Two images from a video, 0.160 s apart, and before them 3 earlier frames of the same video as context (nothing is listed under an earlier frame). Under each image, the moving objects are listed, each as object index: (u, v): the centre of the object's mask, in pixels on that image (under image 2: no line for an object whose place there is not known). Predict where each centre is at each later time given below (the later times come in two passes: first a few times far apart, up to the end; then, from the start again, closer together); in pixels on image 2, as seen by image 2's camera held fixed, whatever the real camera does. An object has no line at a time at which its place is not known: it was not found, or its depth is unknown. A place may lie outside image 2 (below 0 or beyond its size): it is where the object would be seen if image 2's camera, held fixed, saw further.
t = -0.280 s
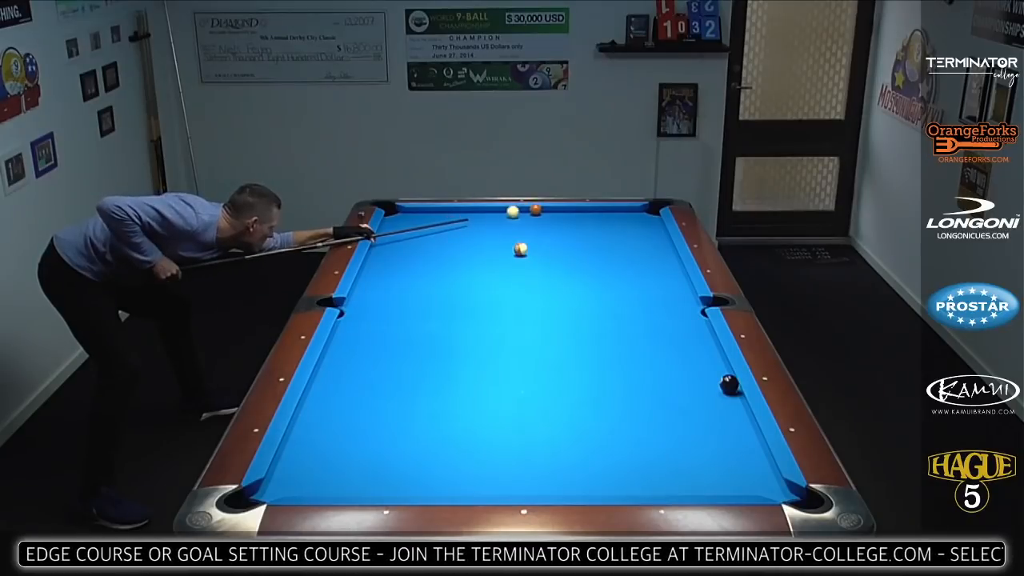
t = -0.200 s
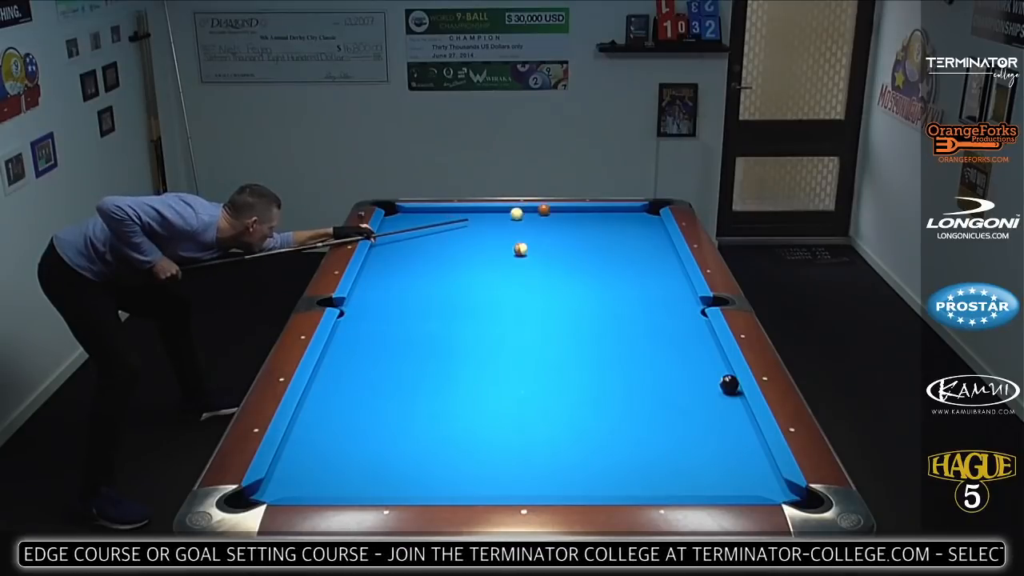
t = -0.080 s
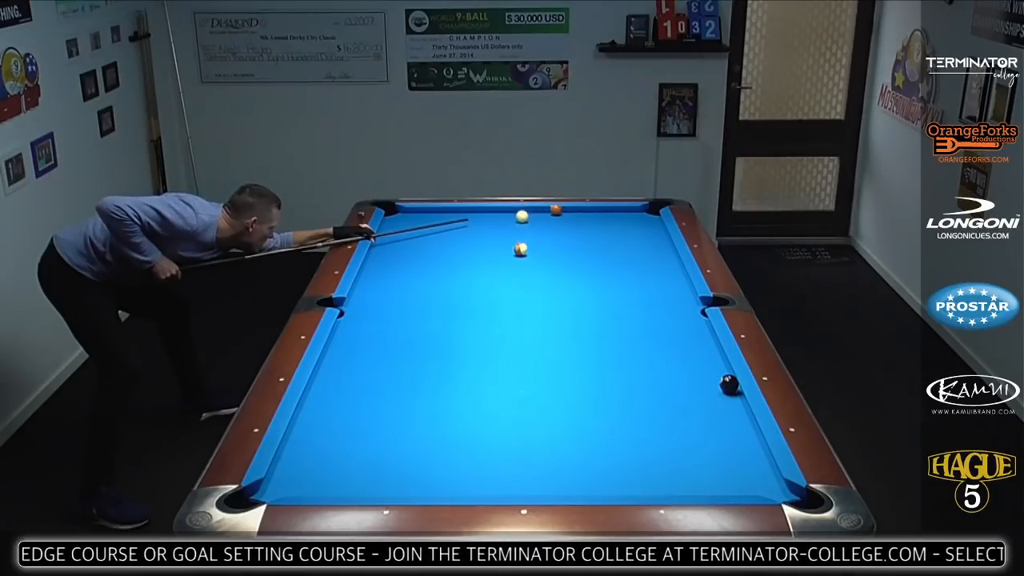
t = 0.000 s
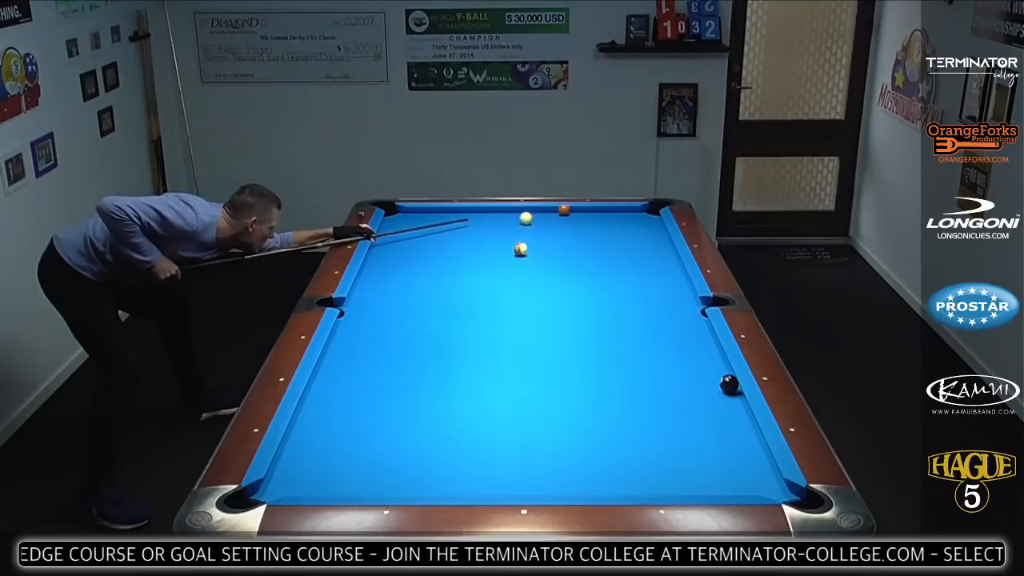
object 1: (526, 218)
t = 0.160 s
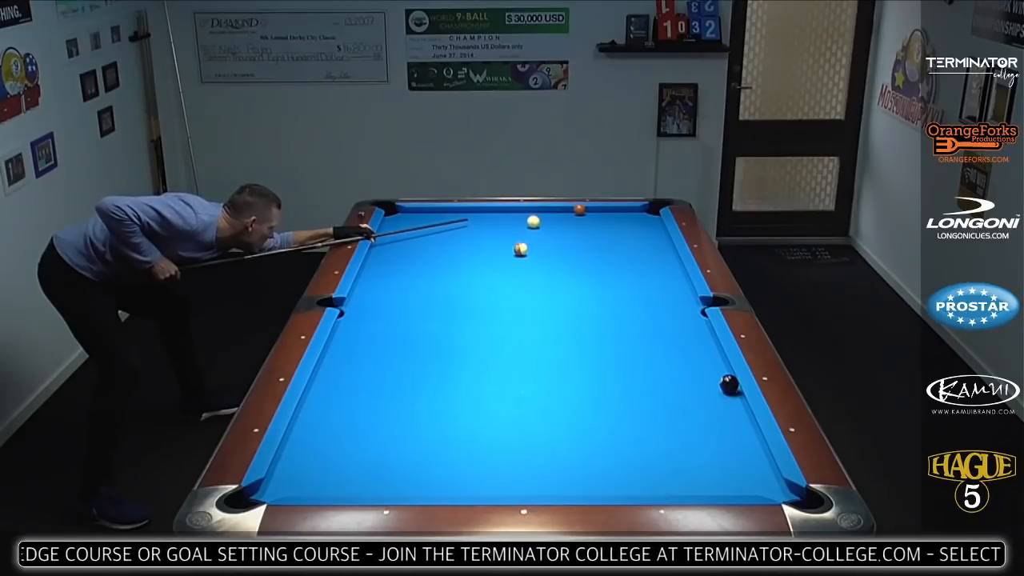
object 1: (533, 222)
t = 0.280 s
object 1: (539, 225)
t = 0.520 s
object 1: (550, 230)
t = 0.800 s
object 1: (563, 236)
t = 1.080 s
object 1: (575, 242)
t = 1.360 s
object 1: (587, 247)
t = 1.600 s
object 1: (597, 252)
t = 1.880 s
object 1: (607, 257)
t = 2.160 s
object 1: (618, 262)
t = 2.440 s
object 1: (627, 267)
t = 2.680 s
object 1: (635, 271)
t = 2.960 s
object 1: (643, 274)
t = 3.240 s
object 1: (651, 278)
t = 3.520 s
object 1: (658, 281)
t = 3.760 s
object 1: (662, 284)
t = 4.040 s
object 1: (668, 286)
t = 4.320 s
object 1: (672, 288)
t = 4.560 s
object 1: (675, 290)
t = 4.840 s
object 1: (677, 291)
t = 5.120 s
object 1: (679, 291)
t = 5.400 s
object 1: (679, 292)
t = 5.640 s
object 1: (679, 292)
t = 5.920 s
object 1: (679, 292)
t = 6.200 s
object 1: (679, 292)
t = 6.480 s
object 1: (679, 292)
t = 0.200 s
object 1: (535, 223)
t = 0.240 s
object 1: (537, 224)
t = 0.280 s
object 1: (539, 225)
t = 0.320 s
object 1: (541, 225)
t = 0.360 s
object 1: (543, 226)
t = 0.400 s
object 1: (544, 227)
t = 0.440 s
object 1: (546, 228)
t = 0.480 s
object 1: (548, 229)
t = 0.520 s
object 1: (550, 230)
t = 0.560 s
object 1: (552, 231)
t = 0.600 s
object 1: (554, 232)
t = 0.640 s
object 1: (555, 232)
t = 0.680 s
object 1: (557, 233)
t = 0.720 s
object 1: (559, 234)
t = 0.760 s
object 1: (561, 235)
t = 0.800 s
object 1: (563, 236)
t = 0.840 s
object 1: (565, 237)
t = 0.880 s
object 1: (566, 238)
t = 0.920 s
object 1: (568, 238)
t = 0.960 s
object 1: (570, 239)
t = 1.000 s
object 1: (572, 240)
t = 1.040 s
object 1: (573, 241)
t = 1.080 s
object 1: (575, 242)
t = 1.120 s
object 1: (577, 243)
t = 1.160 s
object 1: (579, 243)
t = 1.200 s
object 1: (580, 244)
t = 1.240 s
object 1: (582, 245)
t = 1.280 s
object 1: (584, 246)
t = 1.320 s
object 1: (585, 247)
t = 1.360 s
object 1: (587, 247)
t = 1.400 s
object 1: (589, 248)
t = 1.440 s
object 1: (590, 249)
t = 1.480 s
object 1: (592, 250)
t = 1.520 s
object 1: (594, 250)
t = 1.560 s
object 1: (594, 251)
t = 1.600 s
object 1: (597, 252)
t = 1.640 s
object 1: (598, 253)
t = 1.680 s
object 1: (600, 253)
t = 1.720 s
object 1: (601, 254)
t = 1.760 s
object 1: (603, 255)
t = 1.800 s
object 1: (605, 256)
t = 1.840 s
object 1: (606, 257)
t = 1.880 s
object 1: (607, 257)
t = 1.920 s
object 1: (609, 258)
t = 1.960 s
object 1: (610, 259)
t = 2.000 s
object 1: (612, 259)
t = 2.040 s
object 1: (613, 260)
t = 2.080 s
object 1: (615, 261)
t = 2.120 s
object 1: (616, 261)
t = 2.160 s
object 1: (618, 262)
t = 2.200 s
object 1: (619, 263)
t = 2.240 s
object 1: (620, 263)
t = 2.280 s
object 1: (622, 264)
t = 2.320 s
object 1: (623, 265)
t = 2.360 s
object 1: (624, 265)
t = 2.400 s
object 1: (626, 266)
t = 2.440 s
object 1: (627, 267)
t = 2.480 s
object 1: (629, 267)
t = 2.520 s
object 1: (630, 268)
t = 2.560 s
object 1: (631, 269)
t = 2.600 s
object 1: (632, 269)
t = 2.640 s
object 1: (634, 270)
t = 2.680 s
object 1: (635, 271)
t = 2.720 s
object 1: (636, 271)
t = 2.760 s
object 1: (637, 272)
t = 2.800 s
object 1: (638, 272)
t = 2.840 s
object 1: (640, 273)
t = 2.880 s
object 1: (641, 273)
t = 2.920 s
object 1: (642, 274)
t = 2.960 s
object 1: (643, 274)
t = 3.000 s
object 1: (644, 275)
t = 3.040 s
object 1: (645, 276)
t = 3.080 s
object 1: (646, 276)
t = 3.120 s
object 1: (648, 277)
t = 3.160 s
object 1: (649, 277)
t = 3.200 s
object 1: (650, 278)
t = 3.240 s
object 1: (651, 278)
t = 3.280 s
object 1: (652, 279)
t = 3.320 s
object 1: (653, 279)
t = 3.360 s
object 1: (654, 279)
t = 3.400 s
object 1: (655, 280)
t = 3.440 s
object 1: (656, 280)
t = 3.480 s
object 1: (657, 281)
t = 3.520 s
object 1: (658, 281)
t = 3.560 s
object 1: (658, 282)
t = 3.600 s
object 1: (659, 282)
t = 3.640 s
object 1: (660, 283)
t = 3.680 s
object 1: (661, 283)
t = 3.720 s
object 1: (662, 283)
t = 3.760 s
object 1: (662, 284)
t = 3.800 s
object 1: (663, 284)
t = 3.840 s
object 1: (664, 285)
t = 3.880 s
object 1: (665, 285)
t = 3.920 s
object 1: (665, 285)
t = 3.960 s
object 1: (666, 286)
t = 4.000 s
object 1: (667, 286)
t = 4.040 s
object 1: (668, 286)
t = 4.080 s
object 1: (668, 287)
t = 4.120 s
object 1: (669, 287)
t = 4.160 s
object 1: (669, 287)
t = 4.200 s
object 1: (670, 287)
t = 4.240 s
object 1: (670, 288)
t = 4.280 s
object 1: (671, 288)
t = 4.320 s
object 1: (672, 288)
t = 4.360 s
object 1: (672, 289)
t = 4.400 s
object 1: (672, 289)
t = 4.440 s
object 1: (673, 289)
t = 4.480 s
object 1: (674, 289)
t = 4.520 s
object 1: (674, 290)
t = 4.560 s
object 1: (675, 290)
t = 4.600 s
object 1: (675, 290)
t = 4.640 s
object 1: (675, 290)
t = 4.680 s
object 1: (676, 290)
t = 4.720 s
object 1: (676, 290)
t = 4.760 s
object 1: (677, 291)
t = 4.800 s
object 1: (677, 291)
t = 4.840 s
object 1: (677, 291)
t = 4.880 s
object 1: (677, 291)
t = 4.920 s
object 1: (678, 291)
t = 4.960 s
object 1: (678, 291)
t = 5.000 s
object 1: (678, 291)
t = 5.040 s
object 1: (679, 291)
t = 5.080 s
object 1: (679, 291)
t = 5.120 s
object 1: (679, 291)
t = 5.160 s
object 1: (679, 291)
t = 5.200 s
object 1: (679, 291)
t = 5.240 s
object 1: (679, 291)
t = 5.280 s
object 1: (679, 291)
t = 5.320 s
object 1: (679, 292)
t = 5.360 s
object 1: (679, 292)
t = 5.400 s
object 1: (679, 292)
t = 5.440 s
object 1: (679, 292)
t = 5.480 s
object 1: (679, 292)
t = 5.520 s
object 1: (679, 292)
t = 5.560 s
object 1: (679, 292)
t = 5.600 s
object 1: (679, 292)
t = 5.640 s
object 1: (679, 292)
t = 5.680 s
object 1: (679, 292)
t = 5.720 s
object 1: (679, 292)
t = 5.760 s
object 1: (679, 292)
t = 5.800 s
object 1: (679, 292)
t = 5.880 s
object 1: (679, 292)
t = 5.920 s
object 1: (679, 292)
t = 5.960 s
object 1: (679, 292)
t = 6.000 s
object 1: (679, 292)
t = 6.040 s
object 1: (679, 292)
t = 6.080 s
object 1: (679, 292)
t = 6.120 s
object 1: (679, 292)
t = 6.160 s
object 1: (679, 292)
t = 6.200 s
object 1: (679, 292)
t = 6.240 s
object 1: (679, 292)
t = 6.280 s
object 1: (679, 292)
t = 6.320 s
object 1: (679, 292)
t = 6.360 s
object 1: (679, 292)
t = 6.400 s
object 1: (679, 292)
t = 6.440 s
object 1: (679, 292)
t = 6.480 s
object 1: (679, 292)
